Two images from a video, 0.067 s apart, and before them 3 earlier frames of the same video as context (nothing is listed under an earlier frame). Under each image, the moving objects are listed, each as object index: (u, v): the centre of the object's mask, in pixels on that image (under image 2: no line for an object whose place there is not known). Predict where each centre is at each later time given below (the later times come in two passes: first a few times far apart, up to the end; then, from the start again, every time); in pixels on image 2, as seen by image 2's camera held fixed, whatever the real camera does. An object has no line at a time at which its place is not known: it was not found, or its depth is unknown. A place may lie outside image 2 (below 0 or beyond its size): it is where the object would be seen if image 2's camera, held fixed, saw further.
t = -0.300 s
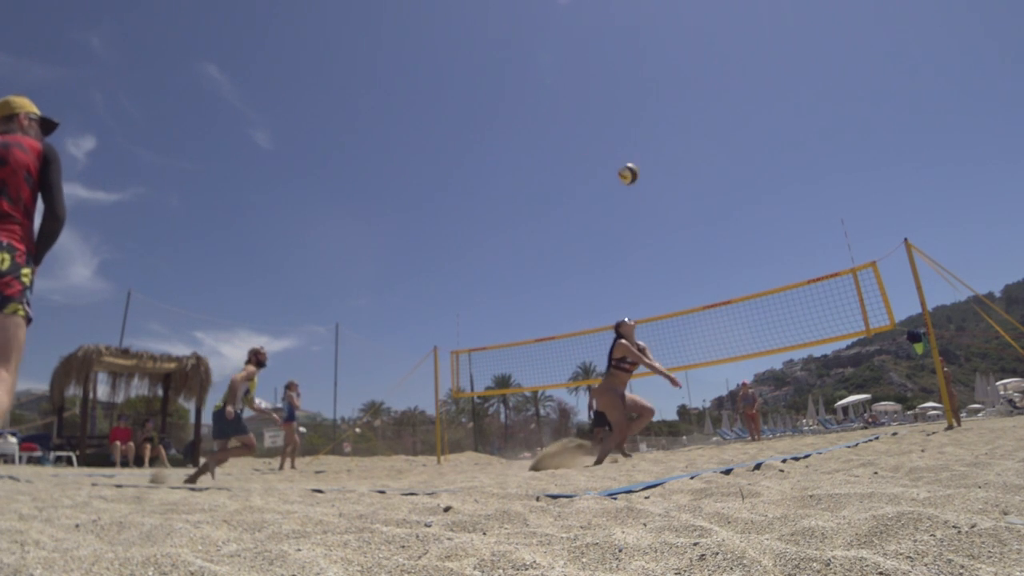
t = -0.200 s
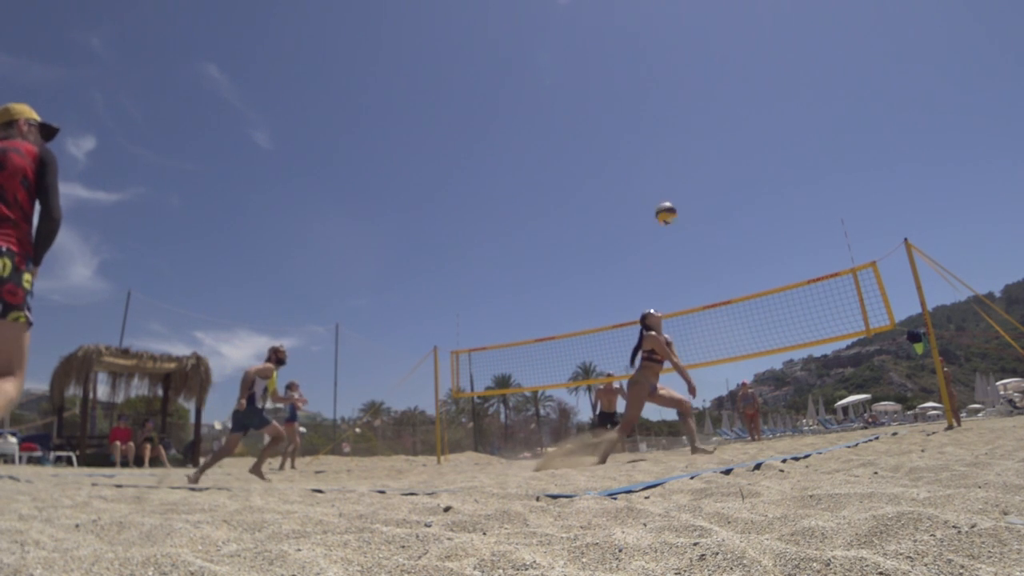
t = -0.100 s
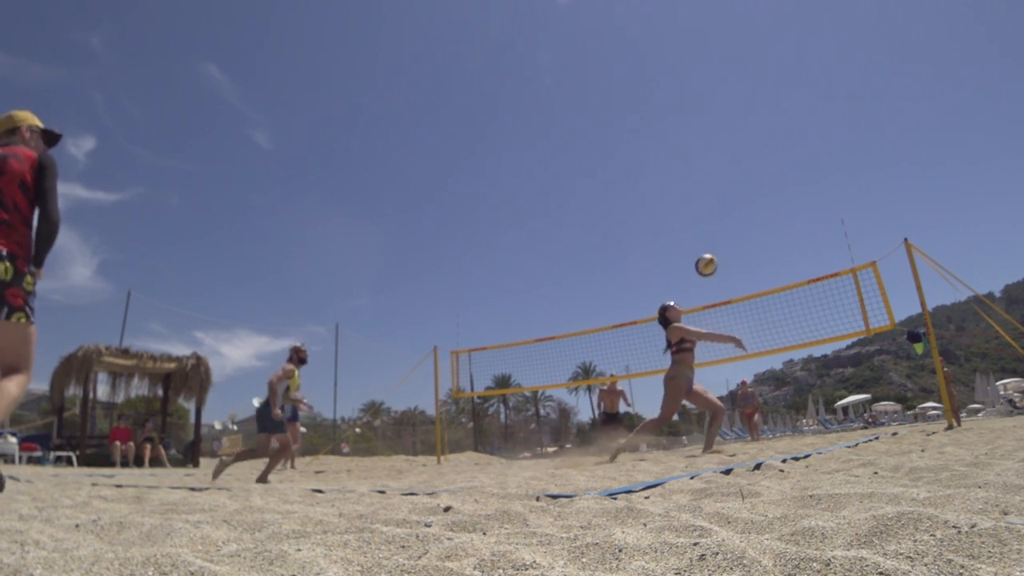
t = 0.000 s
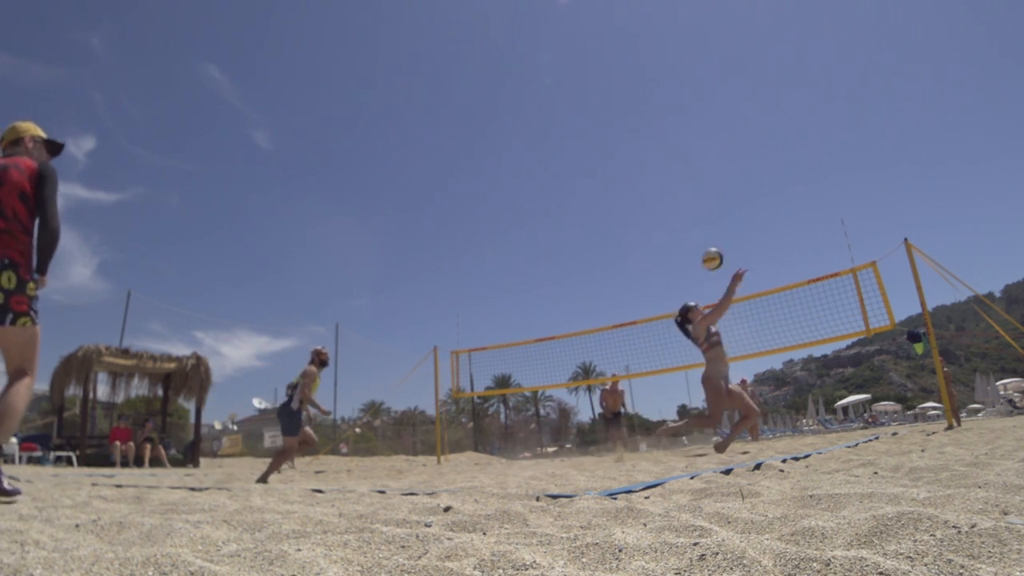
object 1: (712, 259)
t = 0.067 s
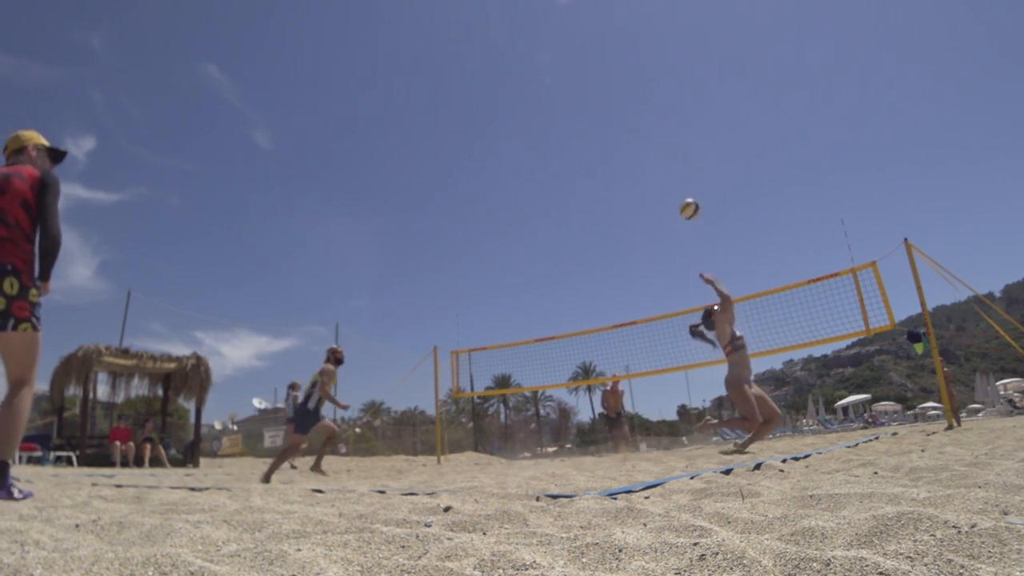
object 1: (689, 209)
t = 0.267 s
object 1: (633, 107)
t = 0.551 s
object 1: (581, 47)
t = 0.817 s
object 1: (548, 44)
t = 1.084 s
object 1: (524, 76)
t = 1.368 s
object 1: (506, 148)
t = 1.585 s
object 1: (496, 229)
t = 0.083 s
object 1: (684, 198)
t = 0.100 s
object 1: (678, 187)
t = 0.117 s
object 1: (673, 177)
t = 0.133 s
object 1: (668, 168)
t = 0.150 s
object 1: (663, 159)
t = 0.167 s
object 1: (658, 150)
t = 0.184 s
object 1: (654, 142)
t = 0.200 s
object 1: (649, 134)
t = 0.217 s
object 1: (645, 126)
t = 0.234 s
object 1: (640, 120)
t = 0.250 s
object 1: (636, 113)
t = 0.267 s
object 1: (633, 107)
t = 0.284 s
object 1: (629, 101)
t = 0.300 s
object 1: (625, 96)
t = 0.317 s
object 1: (622, 91)
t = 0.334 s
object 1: (618, 86)
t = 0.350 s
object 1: (615, 82)
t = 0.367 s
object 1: (612, 77)
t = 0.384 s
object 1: (609, 73)
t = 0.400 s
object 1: (605, 70)
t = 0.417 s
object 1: (602, 66)
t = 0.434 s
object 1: (599, 63)
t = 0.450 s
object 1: (596, 60)
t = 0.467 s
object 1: (594, 58)
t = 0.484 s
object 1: (591, 55)
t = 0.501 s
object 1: (588, 53)
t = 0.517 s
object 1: (586, 51)
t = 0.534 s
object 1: (584, 49)
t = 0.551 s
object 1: (581, 47)
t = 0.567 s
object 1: (579, 46)
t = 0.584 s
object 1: (576, 45)
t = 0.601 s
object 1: (574, 43)
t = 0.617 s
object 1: (572, 42)
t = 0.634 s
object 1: (569, 42)
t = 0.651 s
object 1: (567, 41)
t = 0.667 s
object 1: (565, 41)
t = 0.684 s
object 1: (563, 40)
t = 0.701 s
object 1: (561, 41)
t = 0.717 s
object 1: (559, 40)
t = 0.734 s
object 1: (557, 41)
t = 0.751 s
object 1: (555, 41)
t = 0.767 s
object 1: (553, 41)
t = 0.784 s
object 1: (551, 42)
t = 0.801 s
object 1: (550, 43)
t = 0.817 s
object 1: (548, 44)
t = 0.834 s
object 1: (546, 45)
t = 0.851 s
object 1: (544, 46)
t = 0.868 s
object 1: (543, 47)
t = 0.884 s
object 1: (542, 49)
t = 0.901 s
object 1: (540, 51)
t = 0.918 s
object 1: (539, 52)
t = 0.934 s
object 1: (537, 54)
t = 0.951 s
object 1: (536, 56)
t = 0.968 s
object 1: (534, 58)
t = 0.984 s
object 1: (533, 60)
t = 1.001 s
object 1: (531, 63)
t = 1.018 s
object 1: (530, 65)
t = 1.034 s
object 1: (528, 68)
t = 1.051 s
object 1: (527, 70)
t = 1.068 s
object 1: (526, 73)
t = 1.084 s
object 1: (524, 76)
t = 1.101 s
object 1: (524, 80)
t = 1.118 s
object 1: (522, 83)
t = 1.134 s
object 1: (521, 86)
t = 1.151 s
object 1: (520, 90)
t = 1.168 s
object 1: (518, 94)
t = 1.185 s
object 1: (518, 98)
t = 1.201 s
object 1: (517, 102)
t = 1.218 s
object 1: (516, 106)
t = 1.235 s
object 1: (515, 110)
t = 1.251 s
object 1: (514, 114)
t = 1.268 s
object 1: (512, 119)
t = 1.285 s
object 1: (512, 123)
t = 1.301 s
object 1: (511, 128)
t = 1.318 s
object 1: (510, 132)
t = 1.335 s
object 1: (509, 138)
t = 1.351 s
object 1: (508, 143)
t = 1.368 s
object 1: (506, 148)
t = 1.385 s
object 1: (506, 153)
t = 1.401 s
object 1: (505, 159)
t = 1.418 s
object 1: (504, 164)
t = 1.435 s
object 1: (503, 170)
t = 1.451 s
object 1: (503, 176)
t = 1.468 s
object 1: (502, 182)
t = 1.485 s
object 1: (501, 188)
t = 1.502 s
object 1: (500, 195)
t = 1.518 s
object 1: (499, 201)
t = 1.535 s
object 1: (498, 208)
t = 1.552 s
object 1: (498, 215)
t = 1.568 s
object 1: (497, 222)
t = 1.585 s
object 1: (496, 229)
